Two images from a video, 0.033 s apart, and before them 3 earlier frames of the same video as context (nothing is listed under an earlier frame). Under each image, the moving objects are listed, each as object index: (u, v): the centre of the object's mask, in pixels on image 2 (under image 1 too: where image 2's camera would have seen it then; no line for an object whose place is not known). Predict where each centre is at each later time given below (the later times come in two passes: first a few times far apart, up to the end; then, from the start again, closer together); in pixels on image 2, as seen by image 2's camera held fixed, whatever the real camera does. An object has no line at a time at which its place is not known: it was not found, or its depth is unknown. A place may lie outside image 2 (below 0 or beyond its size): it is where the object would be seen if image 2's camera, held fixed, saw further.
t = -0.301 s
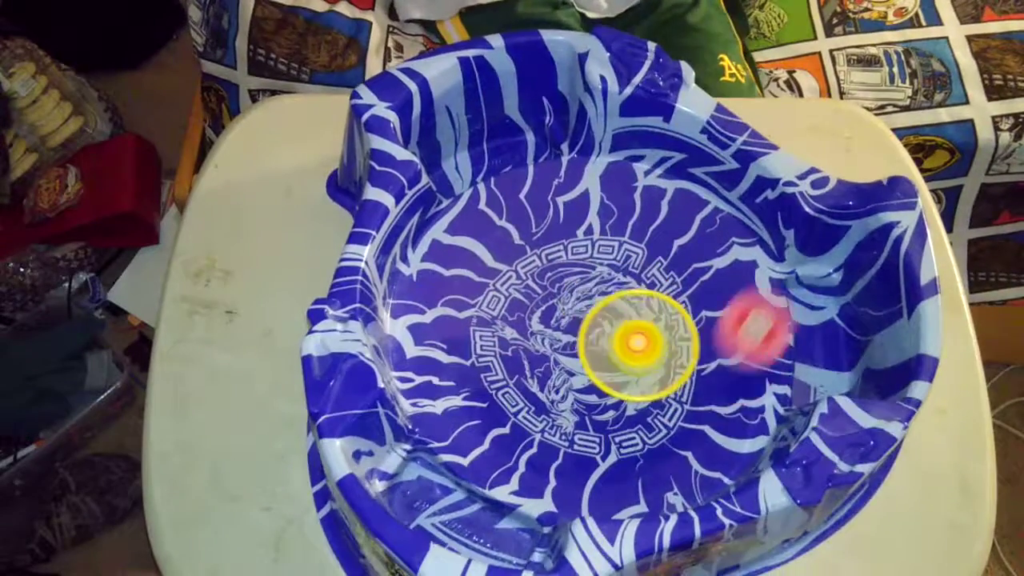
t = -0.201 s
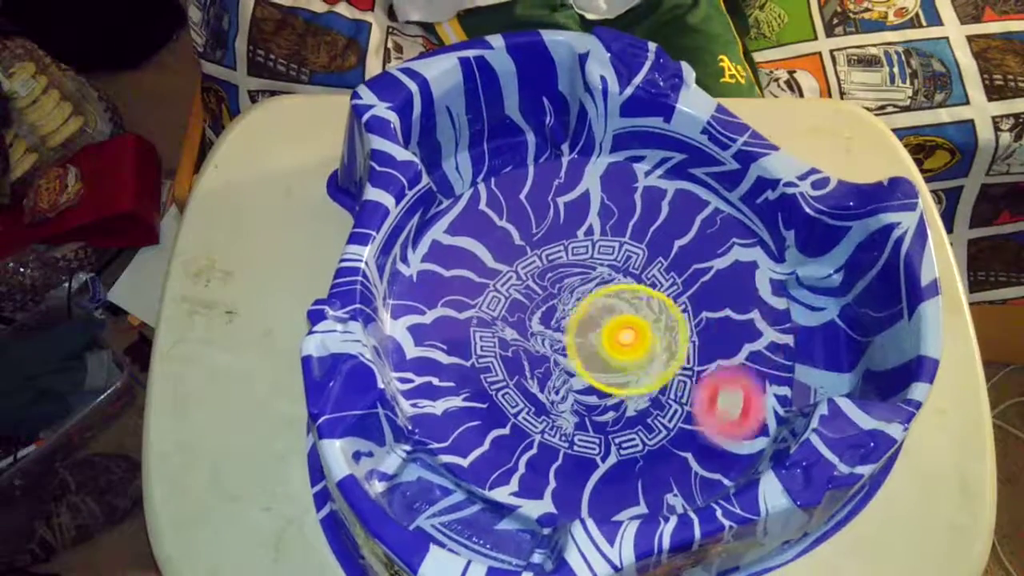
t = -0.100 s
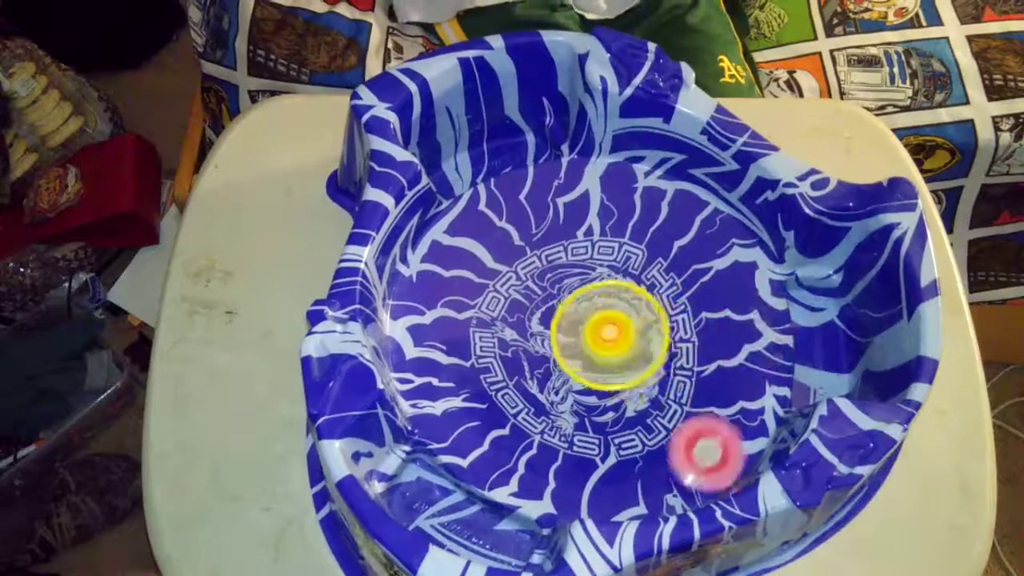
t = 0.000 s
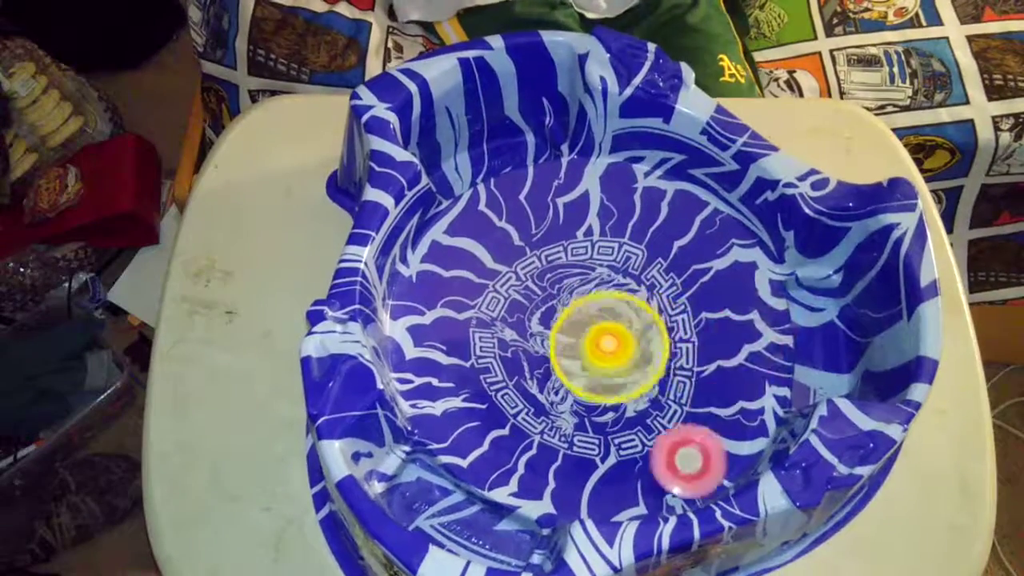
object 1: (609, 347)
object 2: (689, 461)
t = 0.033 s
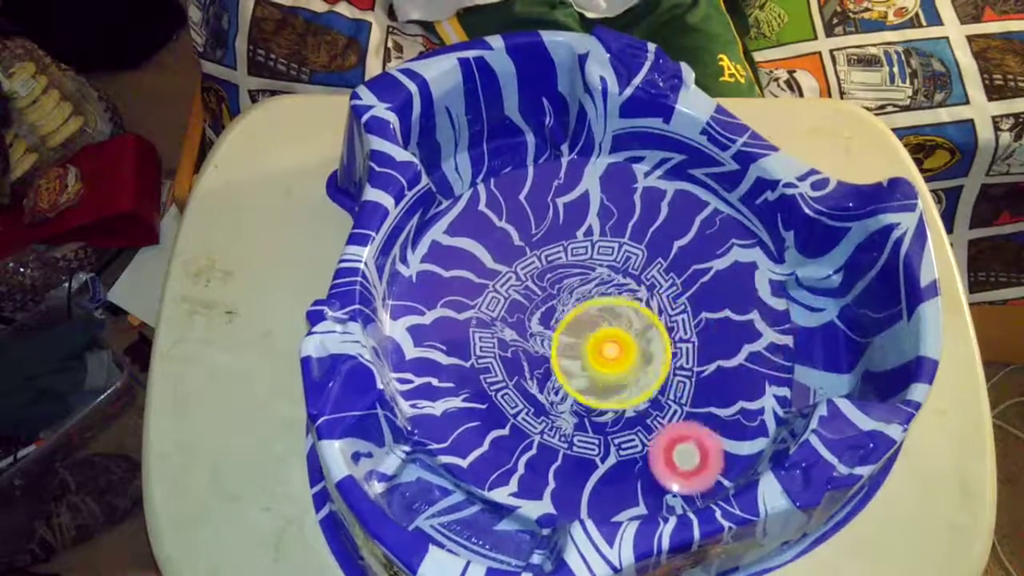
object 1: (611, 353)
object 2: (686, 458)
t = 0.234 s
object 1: (619, 357)
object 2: (730, 416)
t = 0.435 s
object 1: (620, 366)
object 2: (770, 317)
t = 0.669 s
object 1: (624, 370)
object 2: (656, 239)
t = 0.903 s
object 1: (615, 370)
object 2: (460, 365)
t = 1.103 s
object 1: (604, 367)
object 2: (497, 538)
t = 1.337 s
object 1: (591, 370)
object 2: (437, 504)
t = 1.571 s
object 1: (582, 374)
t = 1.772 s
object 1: (606, 353)
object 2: (499, 414)
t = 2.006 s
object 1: (599, 322)
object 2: (566, 404)
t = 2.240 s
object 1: (556, 283)
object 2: (616, 376)
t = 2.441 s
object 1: (511, 217)
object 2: (663, 386)
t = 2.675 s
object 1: (492, 262)
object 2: (662, 312)
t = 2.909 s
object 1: (507, 319)
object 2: (604, 278)
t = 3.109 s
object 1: (501, 342)
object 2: (633, 268)
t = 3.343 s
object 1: (544, 343)
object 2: (595, 271)
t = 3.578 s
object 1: (538, 340)
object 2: (623, 316)
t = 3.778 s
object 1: (548, 328)
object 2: (651, 351)
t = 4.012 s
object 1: (563, 316)
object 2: (667, 360)
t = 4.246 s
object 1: (574, 305)
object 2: (636, 364)
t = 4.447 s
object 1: (584, 295)
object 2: (589, 373)
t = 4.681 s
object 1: (594, 287)
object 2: (546, 378)
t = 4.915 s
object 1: (601, 282)
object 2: (529, 369)
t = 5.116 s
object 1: (608, 280)
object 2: (529, 344)
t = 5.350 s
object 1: (614, 282)
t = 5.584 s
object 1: (628, 291)
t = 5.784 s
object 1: (636, 304)
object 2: (581, 253)
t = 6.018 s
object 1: (645, 326)
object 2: (620, 257)
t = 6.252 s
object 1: (642, 348)
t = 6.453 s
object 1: (636, 362)
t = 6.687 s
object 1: (571, 394)
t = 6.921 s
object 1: (559, 378)
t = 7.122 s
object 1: (542, 389)
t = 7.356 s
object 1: (511, 400)
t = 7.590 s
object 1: (516, 374)
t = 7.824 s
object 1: (531, 339)
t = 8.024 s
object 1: (530, 316)
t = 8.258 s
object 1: (532, 292)
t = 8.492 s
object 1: (545, 276)
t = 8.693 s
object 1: (561, 269)
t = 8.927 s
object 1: (589, 269)
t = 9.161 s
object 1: (617, 279)
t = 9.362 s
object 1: (634, 294)
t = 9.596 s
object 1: (646, 316)
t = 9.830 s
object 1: (642, 337)
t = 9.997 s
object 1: (634, 355)
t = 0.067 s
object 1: (613, 359)
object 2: (686, 452)
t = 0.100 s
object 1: (617, 364)
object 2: (688, 443)
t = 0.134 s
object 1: (621, 367)
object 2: (692, 433)
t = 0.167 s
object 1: (622, 366)
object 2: (701, 427)
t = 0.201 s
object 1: (620, 361)
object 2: (716, 423)
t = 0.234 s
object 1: (619, 357)
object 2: (730, 416)
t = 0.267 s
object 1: (618, 356)
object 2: (748, 406)
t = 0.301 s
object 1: (618, 355)
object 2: (756, 391)
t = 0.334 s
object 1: (618, 356)
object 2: (760, 372)
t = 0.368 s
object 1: (618, 358)
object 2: (764, 353)
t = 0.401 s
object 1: (619, 362)
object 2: (767, 335)
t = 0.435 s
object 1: (620, 366)
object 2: (770, 317)
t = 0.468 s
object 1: (622, 369)
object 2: (770, 300)
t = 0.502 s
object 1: (624, 371)
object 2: (765, 283)
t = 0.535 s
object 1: (624, 371)
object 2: (753, 270)
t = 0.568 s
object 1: (625, 371)
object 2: (731, 260)
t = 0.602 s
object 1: (624, 371)
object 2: (711, 253)
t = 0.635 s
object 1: (624, 371)
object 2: (685, 244)
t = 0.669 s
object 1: (624, 370)
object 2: (656, 239)
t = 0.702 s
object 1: (623, 370)
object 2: (622, 239)
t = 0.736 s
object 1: (622, 370)
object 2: (581, 244)
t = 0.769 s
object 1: (620, 370)
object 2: (545, 258)
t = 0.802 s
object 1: (619, 370)
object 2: (518, 277)
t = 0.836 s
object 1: (618, 370)
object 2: (492, 302)
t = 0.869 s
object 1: (616, 370)
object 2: (472, 331)
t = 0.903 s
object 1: (615, 370)
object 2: (460, 365)
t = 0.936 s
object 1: (613, 369)
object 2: (458, 401)
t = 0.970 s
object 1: (612, 369)
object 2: (463, 434)
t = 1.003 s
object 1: (610, 368)
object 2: (472, 466)
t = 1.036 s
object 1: (609, 368)
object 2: (492, 500)
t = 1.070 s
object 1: (608, 368)
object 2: (510, 531)
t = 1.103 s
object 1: (604, 367)
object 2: (497, 538)
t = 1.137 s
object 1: (603, 367)
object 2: (475, 528)
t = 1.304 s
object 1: (593, 370)
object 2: (432, 485)
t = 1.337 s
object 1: (591, 370)
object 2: (437, 504)
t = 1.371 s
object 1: (590, 371)
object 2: (452, 515)
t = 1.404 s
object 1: (588, 372)
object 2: (468, 524)
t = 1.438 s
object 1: (587, 374)
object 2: (485, 531)
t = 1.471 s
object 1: (586, 375)
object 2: (505, 522)
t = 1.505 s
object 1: (585, 374)
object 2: (518, 504)
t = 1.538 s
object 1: (583, 374)
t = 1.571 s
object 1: (582, 374)
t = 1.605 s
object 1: (581, 374)
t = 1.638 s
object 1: (580, 374)
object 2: (499, 447)
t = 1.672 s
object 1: (579, 374)
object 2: (504, 433)
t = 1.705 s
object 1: (581, 372)
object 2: (505, 422)
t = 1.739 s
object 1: (596, 362)
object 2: (500, 419)
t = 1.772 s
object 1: (606, 353)
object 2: (499, 414)
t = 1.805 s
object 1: (612, 346)
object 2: (502, 412)
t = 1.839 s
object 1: (617, 341)
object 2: (508, 410)
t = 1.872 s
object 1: (618, 336)
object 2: (517, 408)
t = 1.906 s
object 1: (615, 332)
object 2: (527, 407)
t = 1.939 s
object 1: (611, 329)
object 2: (541, 407)
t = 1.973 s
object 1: (605, 325)
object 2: (553, 406)
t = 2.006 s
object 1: (599, 322)
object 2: (566, 404)
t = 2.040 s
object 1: (593, 319)
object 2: (576, 401)
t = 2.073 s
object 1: (588, 316)
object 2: (587, 397)
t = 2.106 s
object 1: (582, 314)
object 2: (595, 391)
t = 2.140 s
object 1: (578, 313)
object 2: (602, 384)
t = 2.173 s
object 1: (573, 310)
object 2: (609, 375)
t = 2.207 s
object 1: (569, 308)
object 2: (612, 369)
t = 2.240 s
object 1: (556, 283)
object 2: (616, 376)
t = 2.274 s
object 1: (543, 258)
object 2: (626, 391)
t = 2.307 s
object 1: (535, 239)
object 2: (633, 398)
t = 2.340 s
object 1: (527, 226)
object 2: (641, 401)
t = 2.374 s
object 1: (522, 218)
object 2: (648, 399)
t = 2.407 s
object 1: (517, 215)
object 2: (656, 393)
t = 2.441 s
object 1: (511, 217)
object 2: (663, 386)
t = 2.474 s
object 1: (506, 220)
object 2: (669, 376)
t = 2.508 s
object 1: (501, 225)
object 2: (672, 366)
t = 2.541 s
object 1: (497, 231)
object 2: (674, 353)
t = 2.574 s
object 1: (495, 238)
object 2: (674, 344)
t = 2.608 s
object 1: (493, 246)
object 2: (672, 332)
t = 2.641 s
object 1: (492, 253)
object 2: (668, 321)
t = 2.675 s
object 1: (492, 262)
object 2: (662, 312)
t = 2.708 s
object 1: (494, 271)
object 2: (654, 303)
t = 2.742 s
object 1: (497, 280)
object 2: (644, 295)
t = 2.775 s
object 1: (501, 290)
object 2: (634, 288)
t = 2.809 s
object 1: (505, 298)
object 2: (622, 283)
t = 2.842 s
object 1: (510, 306)
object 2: (610, 280)
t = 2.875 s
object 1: (515, 312)
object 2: (600, 280)
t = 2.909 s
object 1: (507, 319)
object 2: (604, 278)
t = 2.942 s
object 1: (495, 326)
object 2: (619, 274)
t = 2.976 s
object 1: (489, 332)
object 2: (631, 272)
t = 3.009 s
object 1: (488, 335)
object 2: (636, 272)
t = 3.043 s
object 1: (490, 338)
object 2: (636, 271)
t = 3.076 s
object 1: (495, 340)
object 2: (636, 269)
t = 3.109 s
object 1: (501, 342)
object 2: (633, 268)
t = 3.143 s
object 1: (506, 343)
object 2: (628, 264)
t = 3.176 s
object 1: (513, 344)
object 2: (623, 261)
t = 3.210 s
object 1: (519, 344)
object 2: (618, 260)
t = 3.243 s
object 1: (526, 345)
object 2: (612, 261)
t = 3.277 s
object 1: (533, 345)
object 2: (606, 263)
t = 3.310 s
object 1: (539, 345)
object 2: (600, 266)
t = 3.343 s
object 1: (544, 343)
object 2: (595, 271)
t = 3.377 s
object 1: (548, 341)
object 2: (591, 276)
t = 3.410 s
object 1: (549, 339)
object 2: (591, 278)
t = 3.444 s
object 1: (544, 340)
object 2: (598, 285)
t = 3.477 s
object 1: (538, 341)
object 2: (606, 294)
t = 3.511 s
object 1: (535, 340)
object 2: (611, 301)
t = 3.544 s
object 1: (536, 340)
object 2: (617, 309)
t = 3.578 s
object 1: (538, 340)
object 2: (623, 316)
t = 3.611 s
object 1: (539, 338)
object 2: (629, 322)
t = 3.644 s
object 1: (540, 336)
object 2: (633, 330)
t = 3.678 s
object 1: (542, 334)
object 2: (638, 336)
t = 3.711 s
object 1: (544, 332)
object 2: (643, 344)
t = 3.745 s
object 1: (546, 330)
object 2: (647, 348)
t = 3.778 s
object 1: (548, 328)
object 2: (651, 351)
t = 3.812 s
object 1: (550, 326)
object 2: (655, 353)
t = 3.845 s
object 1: (552, 325)
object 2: (658, 355)
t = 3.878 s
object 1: (555, 323)
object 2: (662, 357)
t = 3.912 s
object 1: (557, 321)
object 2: (665, 358)
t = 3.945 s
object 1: (559, 320)
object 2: (666, 358)
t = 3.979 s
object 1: (561, 318)
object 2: (667, 360)
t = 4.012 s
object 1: (563, 316)
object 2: (667, 360)
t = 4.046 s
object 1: (564, 315)
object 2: (666, 361)
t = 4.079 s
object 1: (566, 313)
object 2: (663, 361)
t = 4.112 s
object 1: (568, 311)
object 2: (659, 362)
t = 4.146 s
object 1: (569, 309)
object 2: (652, 363)
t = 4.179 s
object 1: (571, 308)
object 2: (647, 363)
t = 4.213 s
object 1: (573, 306)
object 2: (642, 363)
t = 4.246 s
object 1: (574, 305)
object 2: (636, 364)
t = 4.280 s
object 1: (576, 304)
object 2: (630, 366)
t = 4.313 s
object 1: (578, 302)
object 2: (623, 369)
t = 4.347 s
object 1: (580, 301)
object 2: (616, 371)
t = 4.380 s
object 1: (581, 299)
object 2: (607, 373)
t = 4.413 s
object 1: (583, 297)
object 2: (597, 373)
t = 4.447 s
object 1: (584, 295)
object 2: (589, 373)
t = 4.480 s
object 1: (585, 293)
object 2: (580, 373)
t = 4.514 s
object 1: (587, 292)
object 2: (572, 374)
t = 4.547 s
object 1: (588, 291)
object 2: (565, 374)
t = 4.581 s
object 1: (590, 290)
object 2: (559, 376)
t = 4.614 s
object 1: (591, 289)
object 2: (554, 378)
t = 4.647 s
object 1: (592, 288)
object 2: (550, 379)
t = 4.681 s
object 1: (594, 287)
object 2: (546, 378)
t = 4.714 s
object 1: (595, 286)
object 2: (542, 378)
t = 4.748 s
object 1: (596, 285)
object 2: (539, 378)
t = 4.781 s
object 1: (597, 284)
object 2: (536, 377)
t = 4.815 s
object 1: (598, 284)
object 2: (534, 375)
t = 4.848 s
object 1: (599, 283)
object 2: (532, 373)
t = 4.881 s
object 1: (600, 282)
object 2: (530, 371)
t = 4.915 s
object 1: (601, 282)
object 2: (529, 369)
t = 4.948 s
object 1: (602, 281)
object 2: (529, 366)
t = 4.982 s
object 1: (603, 281)
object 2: (527, 360)
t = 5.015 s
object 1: (604, 281)
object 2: (527, 357)
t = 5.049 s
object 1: (605, 280)
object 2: (528, 352)
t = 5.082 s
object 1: (606, 280)
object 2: (528, 349)
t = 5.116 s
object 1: (608, 280)
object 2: (529, 344)
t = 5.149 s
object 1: (609, 280)
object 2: (530, 339)
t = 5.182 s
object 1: (610, 280)
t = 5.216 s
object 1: (610, 280)
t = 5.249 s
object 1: (610, 281)
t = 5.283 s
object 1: (611, 281)
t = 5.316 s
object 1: (612, 282)
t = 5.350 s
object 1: (614, 282)
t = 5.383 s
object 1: (616, 284)
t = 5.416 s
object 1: (618, 285)
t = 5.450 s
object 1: (620, 286)
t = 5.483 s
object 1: (623, 287)
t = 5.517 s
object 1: (625, 289)
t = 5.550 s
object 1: (626, 290)
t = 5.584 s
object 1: (628, 291)
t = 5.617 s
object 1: (629, 292)
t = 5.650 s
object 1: (630, 294)
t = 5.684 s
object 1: (632, 296)
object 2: (565, 258)
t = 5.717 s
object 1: (633, 298)
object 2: (570, 256)
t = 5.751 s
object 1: (634, 301)
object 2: (575, 254)
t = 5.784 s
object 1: (636, 304)
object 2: (581, 253)
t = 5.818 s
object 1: (638, 307)
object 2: (587, 253)
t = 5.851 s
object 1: (640, 310)
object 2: (592, 253)
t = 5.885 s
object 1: (642, 312)
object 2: (600, 253)
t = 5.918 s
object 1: (643, 315)
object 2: (605, 254)
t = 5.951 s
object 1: (644, 317)
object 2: (609, 255)
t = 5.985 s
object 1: (644, 321)
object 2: (614, 256)
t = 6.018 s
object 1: (645, 326)
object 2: (620, 257)
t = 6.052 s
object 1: (646, 330)
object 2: (626, 259)
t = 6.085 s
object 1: (646, 332)
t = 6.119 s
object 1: (646, 335)
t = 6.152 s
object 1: (646, 336)
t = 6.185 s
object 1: (645, 338)
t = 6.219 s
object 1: (644, 343)
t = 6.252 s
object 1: (642, 348)
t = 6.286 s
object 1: (641, 352)
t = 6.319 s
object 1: (640, 354)
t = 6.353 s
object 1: (639, 357)
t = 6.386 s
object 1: (638, 359)
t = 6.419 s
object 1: (638, 361)
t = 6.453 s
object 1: (636, 362)
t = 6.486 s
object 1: (626, 372)
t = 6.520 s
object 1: (613, 383)
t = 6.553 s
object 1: (600, 390)
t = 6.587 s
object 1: (590, 394)
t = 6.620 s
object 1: (582, 396)
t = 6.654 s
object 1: (575, 396)
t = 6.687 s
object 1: (571, 394)
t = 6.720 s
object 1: (568, 393)
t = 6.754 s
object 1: (566, 390)
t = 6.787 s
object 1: (565, 387)
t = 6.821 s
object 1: (564, 383)
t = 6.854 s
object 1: (565, 380)
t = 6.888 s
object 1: (564, 378)
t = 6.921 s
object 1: (559, 378)
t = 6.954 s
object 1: (556, 380)
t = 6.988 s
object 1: (551, 384)
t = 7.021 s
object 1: (548, 386)
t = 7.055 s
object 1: (546, 388)
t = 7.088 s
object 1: (544, 389)
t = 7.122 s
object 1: (542, 389)
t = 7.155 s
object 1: (540, 390)
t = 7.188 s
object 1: (535, 392)
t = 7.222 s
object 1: (525, 397)
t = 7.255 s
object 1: (518, 400)
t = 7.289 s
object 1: (515, 401)
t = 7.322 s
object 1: (513, 401)
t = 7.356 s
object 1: (511, 400)
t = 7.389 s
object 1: (510, 398)
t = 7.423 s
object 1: (510, 396)
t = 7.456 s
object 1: (510, 392)
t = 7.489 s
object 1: (511, 389)
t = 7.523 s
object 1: (512, 384)
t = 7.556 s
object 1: (513, 379)
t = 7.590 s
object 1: (516, 374)
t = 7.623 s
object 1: (519, 368)
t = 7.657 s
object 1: (521, 361)
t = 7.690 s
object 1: (525, 356)
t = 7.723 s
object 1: (528, 350)
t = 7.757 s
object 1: (531, 345)
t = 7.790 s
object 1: (531, 342)
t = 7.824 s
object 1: (531, 339)
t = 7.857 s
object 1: (532, 336)
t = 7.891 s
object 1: (532, 332)
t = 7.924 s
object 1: (532, 328)
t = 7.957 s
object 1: (531, 325)
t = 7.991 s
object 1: (530, 320)
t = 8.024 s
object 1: (530, 316)
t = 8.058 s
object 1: (529, 313)
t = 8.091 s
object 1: (529, 309)
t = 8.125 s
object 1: (529, 305)
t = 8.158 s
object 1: (530, 302)
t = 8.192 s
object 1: (530, 298)
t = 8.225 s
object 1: (531, 295)
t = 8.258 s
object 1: (532, 292)
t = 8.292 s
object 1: (534, 289)
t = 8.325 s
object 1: (535, 286)
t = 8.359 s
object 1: (537, 284)
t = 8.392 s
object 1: (539, 281)
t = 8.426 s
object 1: (541, 279)
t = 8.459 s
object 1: (543, 277)
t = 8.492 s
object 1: (545, 276)
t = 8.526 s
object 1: (547, 274)
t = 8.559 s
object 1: (549, 273)
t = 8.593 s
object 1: (552, 272)
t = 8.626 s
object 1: (555, 271)
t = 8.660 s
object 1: (558, 270)
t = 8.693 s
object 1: (561, 269)
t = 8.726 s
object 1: (565, 268)
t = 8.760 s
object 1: (568, 268)
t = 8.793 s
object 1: (572, 268)
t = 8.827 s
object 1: (577, 268)
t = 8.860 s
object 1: (581, 268)
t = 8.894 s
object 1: (585, 268)
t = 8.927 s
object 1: (589, 269)
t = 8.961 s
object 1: (593, 270)
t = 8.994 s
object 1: (597, 271)
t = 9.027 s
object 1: (601, 272)
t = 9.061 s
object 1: (605, 274)
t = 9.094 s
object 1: (609, 275)
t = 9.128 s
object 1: (613, 278)
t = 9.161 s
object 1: (617, 279)
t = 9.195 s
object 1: (620, 281)
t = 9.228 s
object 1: (623, 283)
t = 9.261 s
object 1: (626, 286)
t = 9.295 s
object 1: (629, 289)
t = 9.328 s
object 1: (632, 292)
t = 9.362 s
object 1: (634, 294)
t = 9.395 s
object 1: (637, 297)
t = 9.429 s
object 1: (639, 300)
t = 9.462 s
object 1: (641, 303)
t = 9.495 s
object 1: (643, 306)
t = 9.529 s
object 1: (644, 309)
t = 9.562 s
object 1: (645, 312)
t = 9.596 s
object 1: (646, 316)
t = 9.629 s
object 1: (646, 319)
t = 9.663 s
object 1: (646, 322)
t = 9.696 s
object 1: (646, 325)
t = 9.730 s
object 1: (645, 328)
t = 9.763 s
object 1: (645, 331)
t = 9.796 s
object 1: (643, 334)
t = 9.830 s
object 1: (642, 337)
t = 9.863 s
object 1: (640, 341)
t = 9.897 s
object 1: (639, 344)
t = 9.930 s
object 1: (637, 348)
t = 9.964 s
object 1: (636, 352)
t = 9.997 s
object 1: (634, 355)
